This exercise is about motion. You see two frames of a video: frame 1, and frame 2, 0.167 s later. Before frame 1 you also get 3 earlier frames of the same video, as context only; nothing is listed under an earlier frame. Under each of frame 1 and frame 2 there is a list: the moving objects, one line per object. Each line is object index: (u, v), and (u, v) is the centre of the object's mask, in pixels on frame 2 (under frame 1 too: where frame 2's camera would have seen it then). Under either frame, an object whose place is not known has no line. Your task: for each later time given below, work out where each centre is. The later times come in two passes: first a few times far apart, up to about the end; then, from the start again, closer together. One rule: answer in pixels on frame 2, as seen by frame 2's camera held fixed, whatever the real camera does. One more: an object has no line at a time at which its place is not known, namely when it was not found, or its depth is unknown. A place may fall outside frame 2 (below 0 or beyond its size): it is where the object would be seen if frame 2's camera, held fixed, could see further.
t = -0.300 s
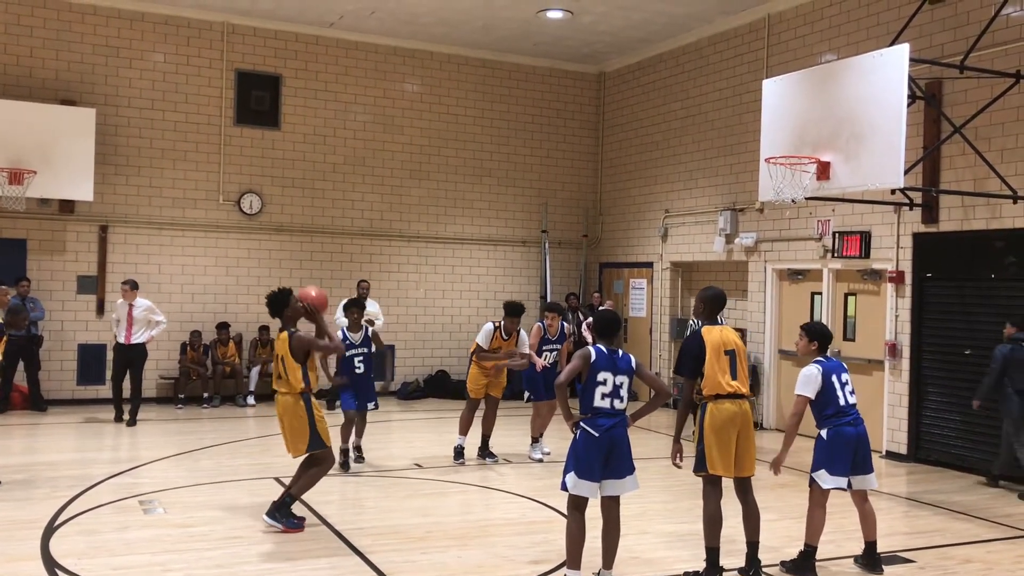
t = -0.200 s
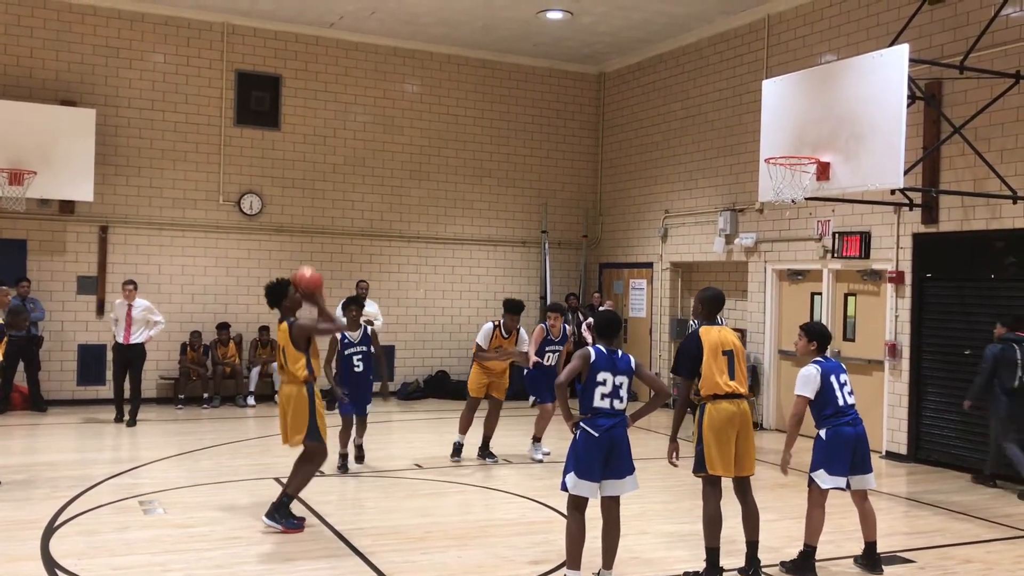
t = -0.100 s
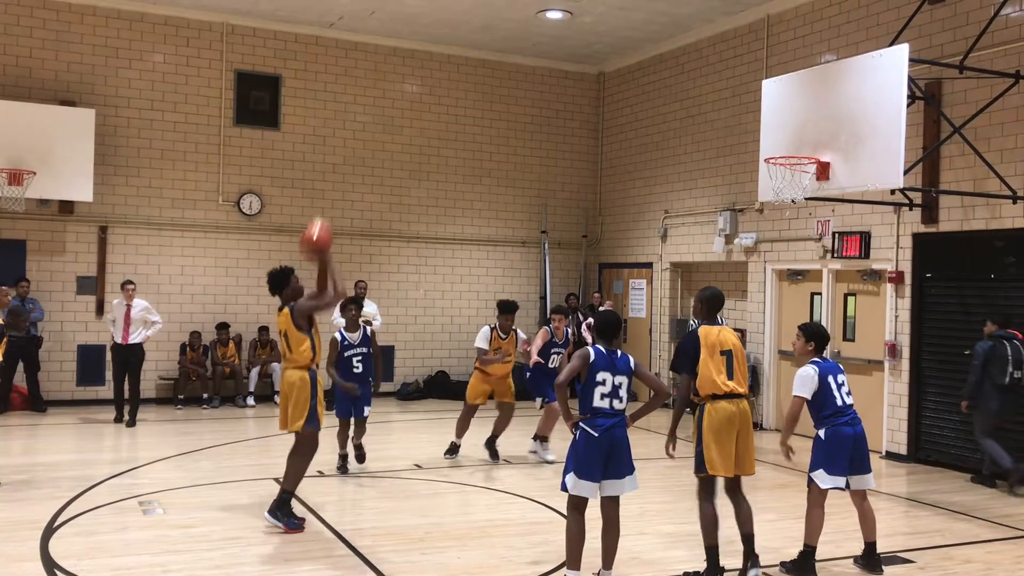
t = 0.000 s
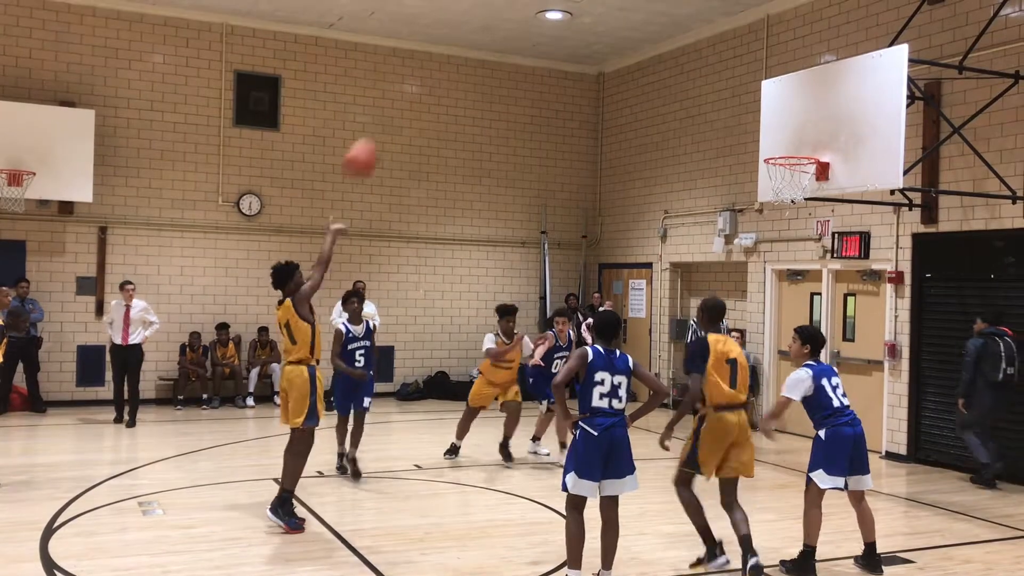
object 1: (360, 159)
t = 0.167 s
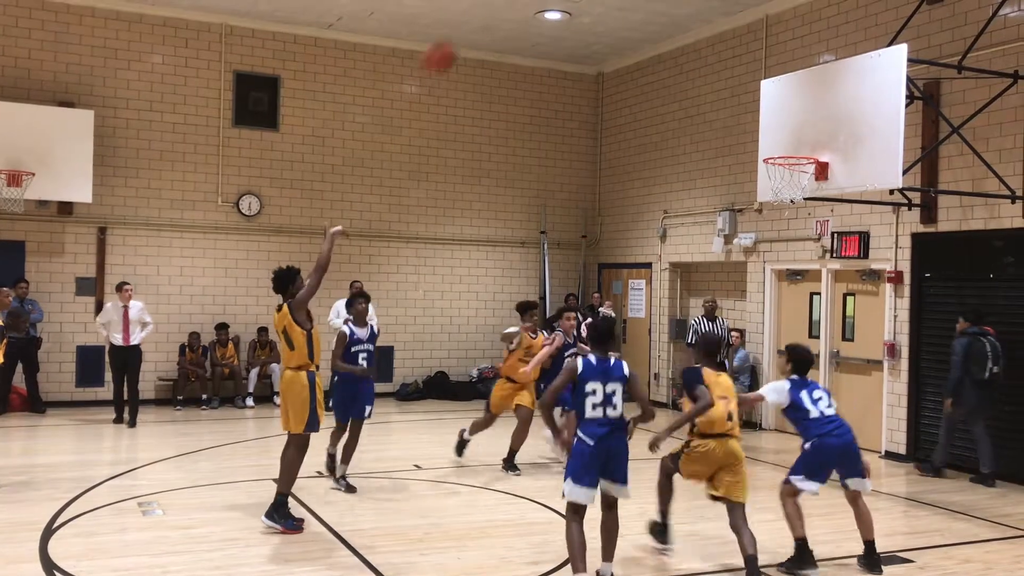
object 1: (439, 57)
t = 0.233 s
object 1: (469, 27)
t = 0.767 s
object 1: (676, 5)
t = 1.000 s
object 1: (750, 82)
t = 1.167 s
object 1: (798, 172)
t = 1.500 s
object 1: (803, 244)
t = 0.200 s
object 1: (455, 41)
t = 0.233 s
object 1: (469, 27)
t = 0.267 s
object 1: (483, 16)
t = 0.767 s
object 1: (676, 5)
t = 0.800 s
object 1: (687, 9)
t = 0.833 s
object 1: (698, 14)
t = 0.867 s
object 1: (709, 24)
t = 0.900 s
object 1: (720, 37)
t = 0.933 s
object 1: (731, 50)
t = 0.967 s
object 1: (740, 65)
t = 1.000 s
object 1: (750, 82)
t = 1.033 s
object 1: (759, 97)
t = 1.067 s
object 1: (771, 113)
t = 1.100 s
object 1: (780, 132)
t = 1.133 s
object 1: (789, 149)
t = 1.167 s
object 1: (798, 172)
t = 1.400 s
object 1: (804, 215)
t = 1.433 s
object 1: (804, 224)
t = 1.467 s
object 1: (803, 233)
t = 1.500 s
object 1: (803, 244)
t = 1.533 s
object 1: (802, 255)
